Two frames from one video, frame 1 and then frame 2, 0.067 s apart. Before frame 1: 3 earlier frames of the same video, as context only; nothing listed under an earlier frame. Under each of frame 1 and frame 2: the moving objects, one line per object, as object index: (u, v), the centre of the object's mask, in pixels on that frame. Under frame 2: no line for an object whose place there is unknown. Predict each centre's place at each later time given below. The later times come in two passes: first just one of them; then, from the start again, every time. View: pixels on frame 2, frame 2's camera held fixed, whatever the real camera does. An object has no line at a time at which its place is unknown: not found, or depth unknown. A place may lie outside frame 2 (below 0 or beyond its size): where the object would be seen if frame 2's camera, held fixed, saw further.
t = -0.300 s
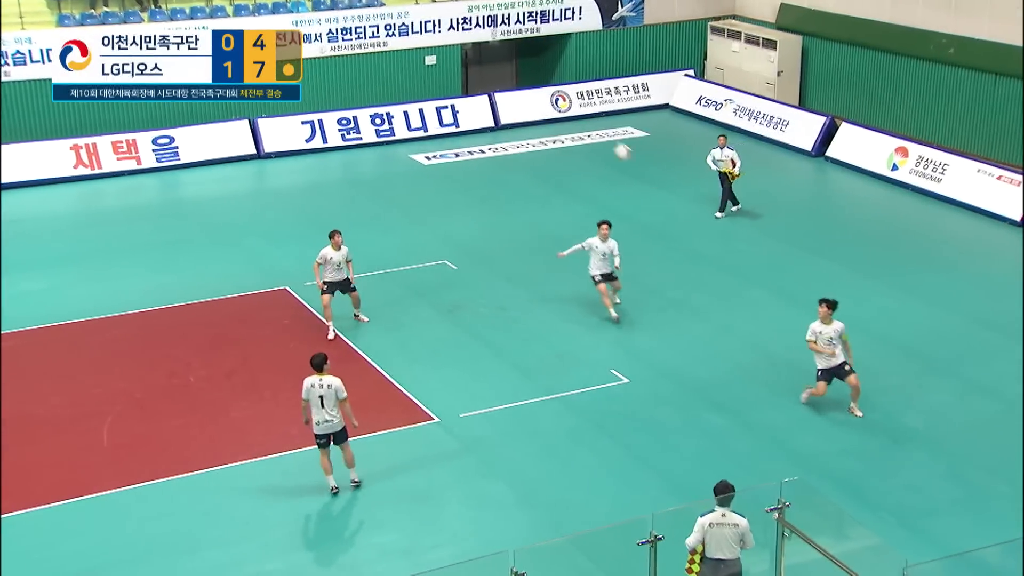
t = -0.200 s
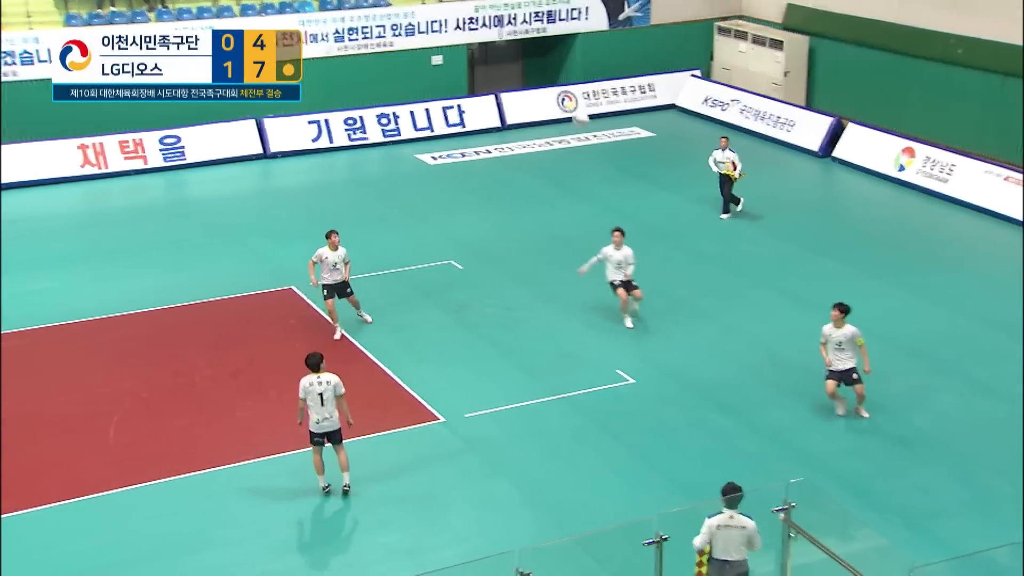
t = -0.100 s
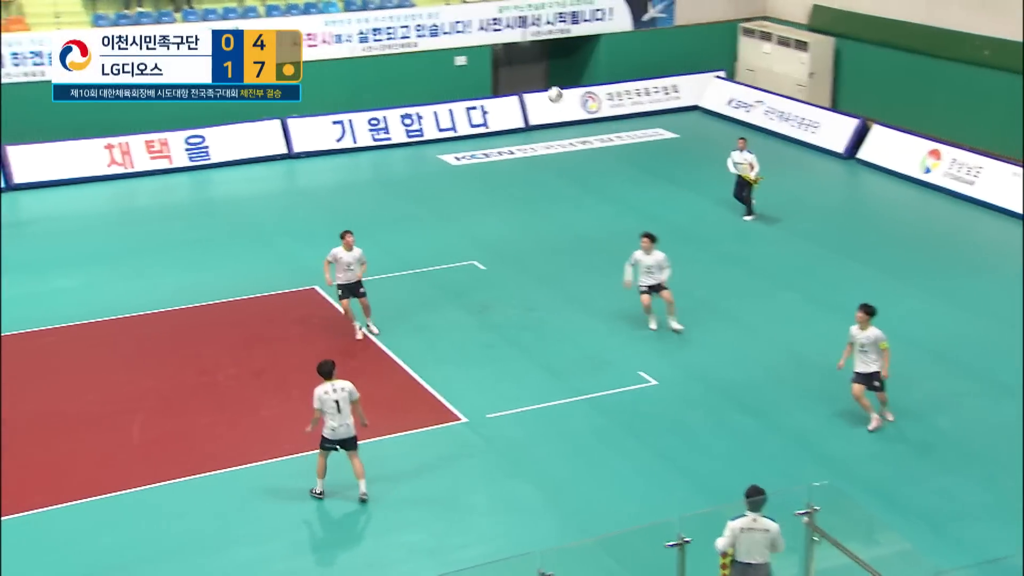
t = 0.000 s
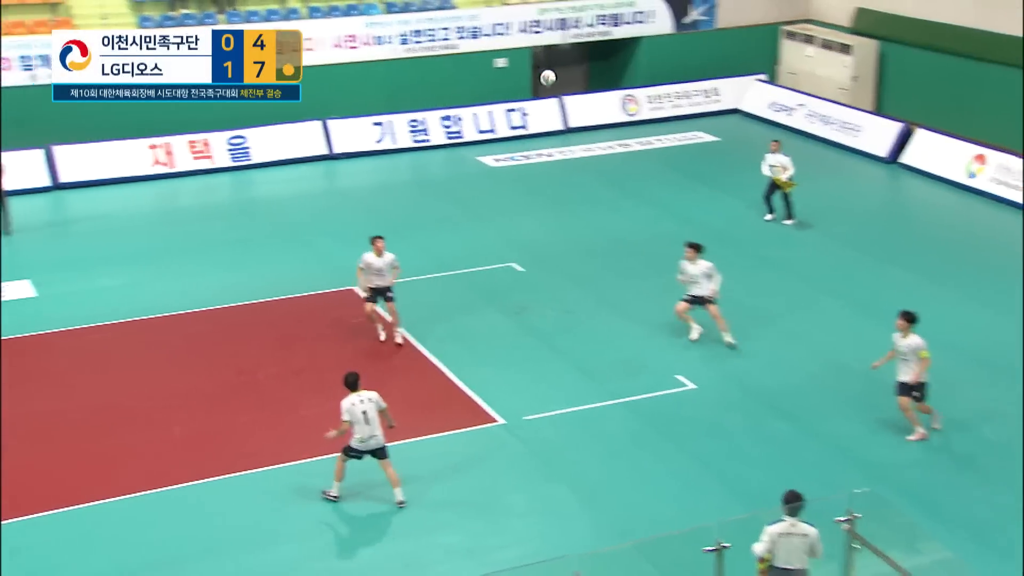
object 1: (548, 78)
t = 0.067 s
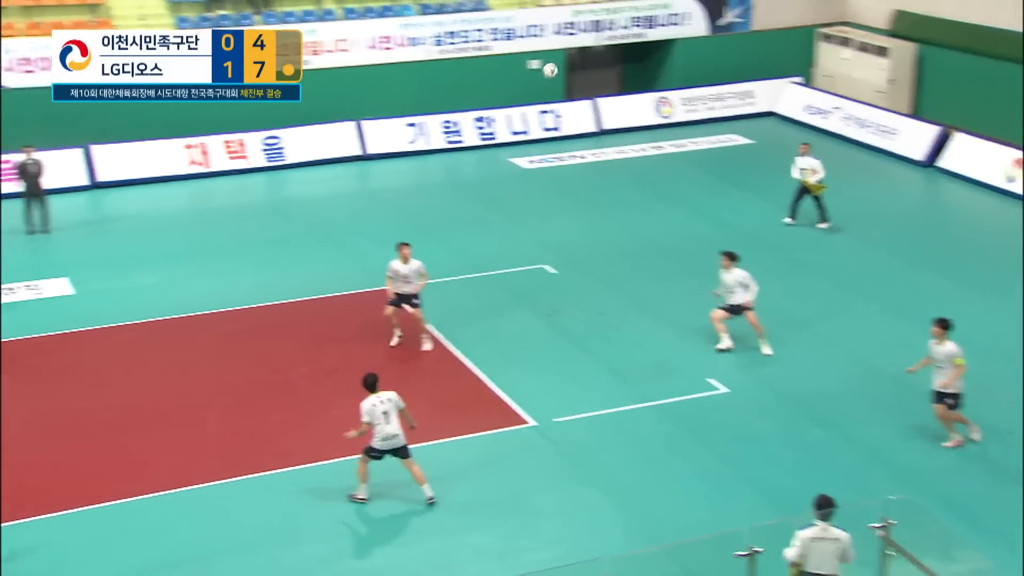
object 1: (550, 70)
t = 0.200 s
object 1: (493, 61)
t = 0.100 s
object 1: (536, 66)
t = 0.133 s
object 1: (521, 64)
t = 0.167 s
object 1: (507, 62)
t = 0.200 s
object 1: (493, 61)
